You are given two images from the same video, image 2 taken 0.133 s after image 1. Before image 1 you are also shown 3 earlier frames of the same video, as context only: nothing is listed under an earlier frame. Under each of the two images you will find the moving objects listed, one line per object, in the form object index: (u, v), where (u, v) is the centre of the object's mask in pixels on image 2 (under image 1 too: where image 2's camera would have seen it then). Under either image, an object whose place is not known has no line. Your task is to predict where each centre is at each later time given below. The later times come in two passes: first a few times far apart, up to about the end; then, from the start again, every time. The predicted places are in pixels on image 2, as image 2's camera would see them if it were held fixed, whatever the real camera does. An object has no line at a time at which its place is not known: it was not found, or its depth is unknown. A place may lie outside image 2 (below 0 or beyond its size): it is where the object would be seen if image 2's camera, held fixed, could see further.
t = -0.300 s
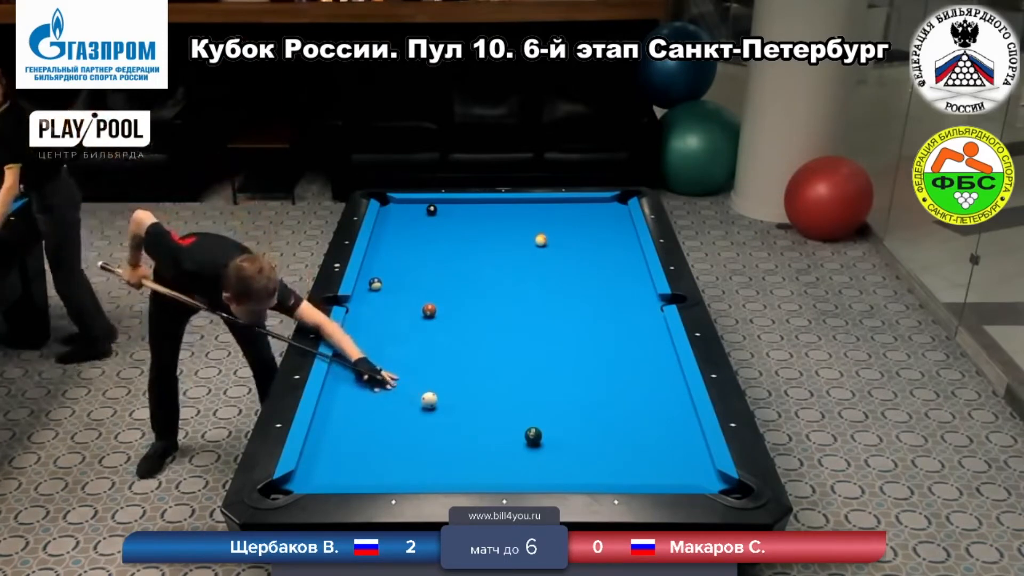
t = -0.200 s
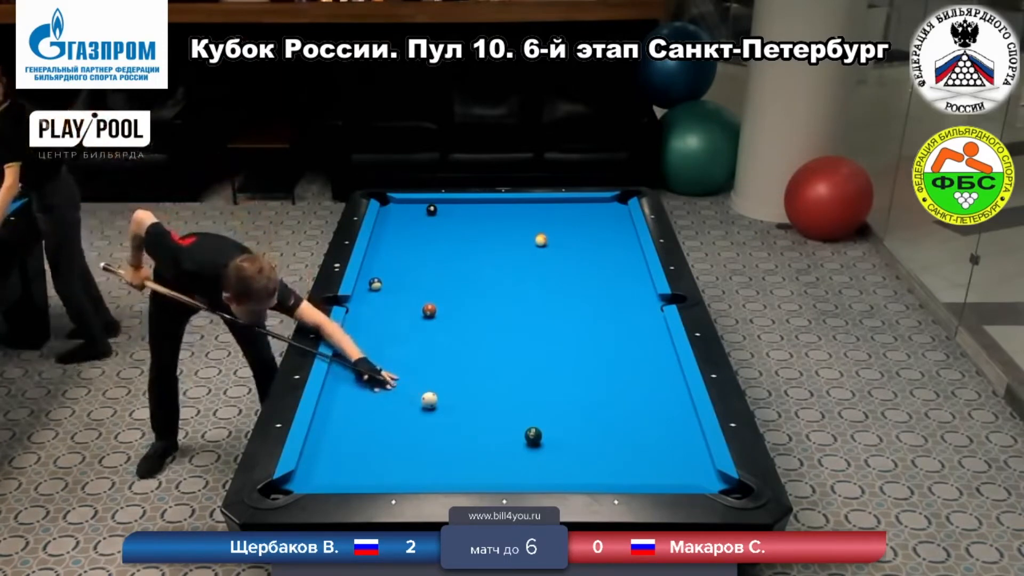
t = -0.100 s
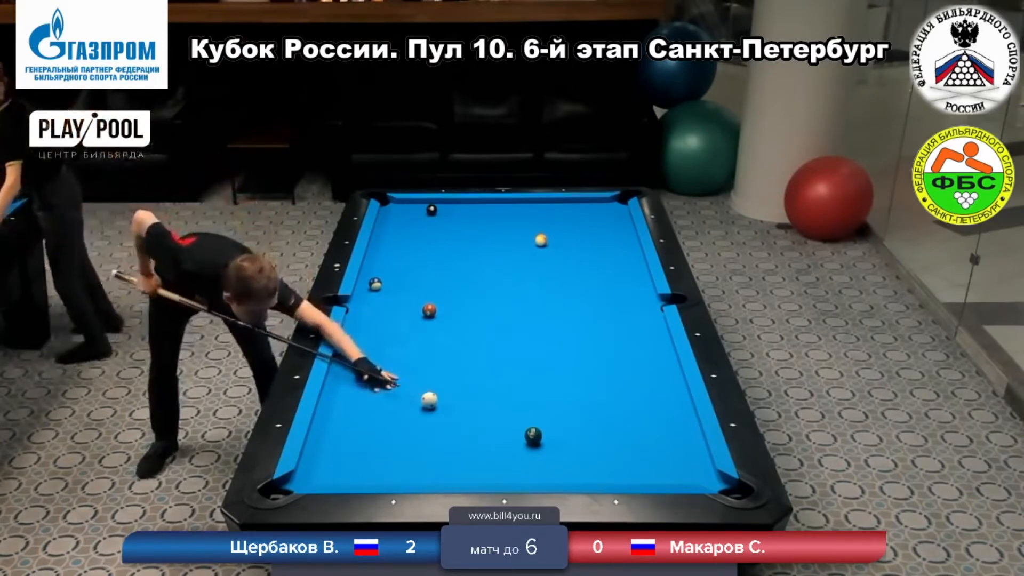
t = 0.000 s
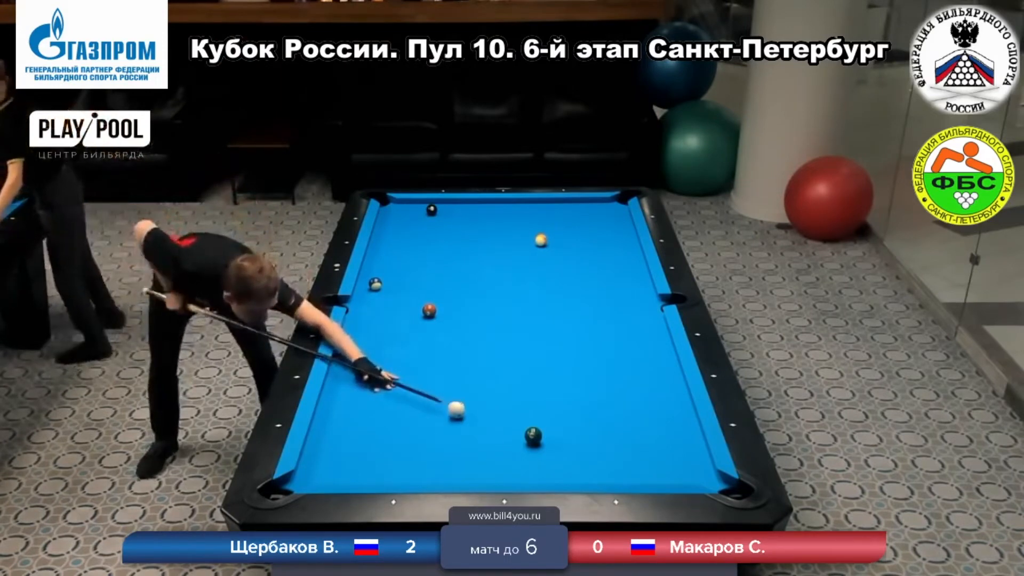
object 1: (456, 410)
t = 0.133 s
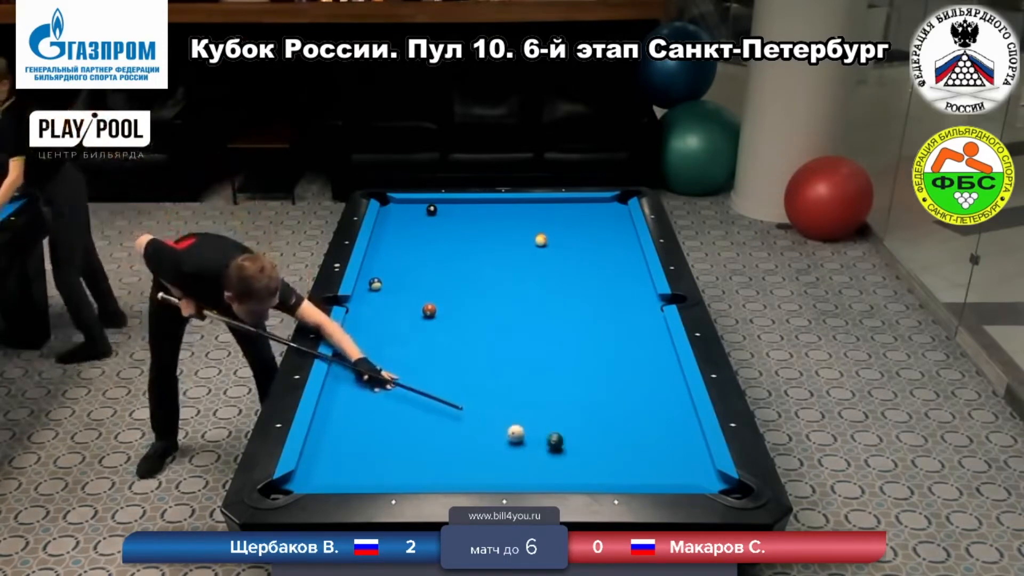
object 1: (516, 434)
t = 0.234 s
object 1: (517, 441)
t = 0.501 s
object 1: (547, 466)
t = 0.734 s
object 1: (580, 475)
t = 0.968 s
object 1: (611, 464)
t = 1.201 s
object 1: (639, 452)
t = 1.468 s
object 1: (669, 439)
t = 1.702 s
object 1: (694, 429)
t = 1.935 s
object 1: (675, 419)
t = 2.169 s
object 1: (658, 409)
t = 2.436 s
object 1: (640, 400)
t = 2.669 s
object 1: (626, 393)
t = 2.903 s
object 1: (614, 386)
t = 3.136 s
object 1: (602, 381)
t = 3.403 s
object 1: (591, 374)
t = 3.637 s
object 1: (581, 370)
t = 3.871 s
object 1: (573, 366)
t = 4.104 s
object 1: (565, 362)
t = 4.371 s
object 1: (558, 358)
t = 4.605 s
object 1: (553, 355)
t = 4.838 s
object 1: (549, 353)
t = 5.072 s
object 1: (545, 351)
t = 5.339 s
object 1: (541, 349)
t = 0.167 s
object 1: (516, 436)
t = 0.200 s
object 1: (516, 439)
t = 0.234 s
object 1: (517, 441)
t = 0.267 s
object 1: (519, 444)
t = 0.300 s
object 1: (522, 446)
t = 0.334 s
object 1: (525, 449)
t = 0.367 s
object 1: (529, 452)
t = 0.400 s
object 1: (534, 456)
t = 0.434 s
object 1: (539, 460)
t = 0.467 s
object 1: (543, 463)
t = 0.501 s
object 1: (547, 466)
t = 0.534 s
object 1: (552, 470)
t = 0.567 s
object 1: (557, 472)
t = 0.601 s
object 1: (561, 474)
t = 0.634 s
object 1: (566, 477)
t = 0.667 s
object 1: (571, 477)
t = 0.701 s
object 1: (575, 476)
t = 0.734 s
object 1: (580, 475)
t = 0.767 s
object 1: (585, 474)
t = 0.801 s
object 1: (589, 473)
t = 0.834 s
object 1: (594, 472)
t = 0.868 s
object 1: (598, 470)
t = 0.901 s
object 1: (603, 468)
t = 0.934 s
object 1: (607, 467)
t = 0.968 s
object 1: (611, 464)
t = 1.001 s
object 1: (615, 463)
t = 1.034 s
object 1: (619, 461)
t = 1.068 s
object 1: (623, 459)
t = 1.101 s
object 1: (627, 457)
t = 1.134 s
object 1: (631, 455)
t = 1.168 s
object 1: (635, 454)
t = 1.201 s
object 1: (639, 452)
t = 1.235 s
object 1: (643, 450)
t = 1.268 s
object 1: (647, 449)
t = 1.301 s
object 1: (651, 447)
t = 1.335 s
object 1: (655, 445)
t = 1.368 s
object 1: (658, 444)
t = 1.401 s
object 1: (662, 442)
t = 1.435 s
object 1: (665, 440)
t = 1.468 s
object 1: (669, 439)
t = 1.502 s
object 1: (673, 437)
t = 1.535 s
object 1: (676, 436)
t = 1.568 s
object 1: (680, 434)
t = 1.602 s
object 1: (683, 433)
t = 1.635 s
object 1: (687, 431)
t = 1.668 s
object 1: (690, 430)
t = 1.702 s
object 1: (694, 429)
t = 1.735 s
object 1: (691, 427)
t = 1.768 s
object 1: (688, 425)
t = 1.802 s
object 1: (686, 424)
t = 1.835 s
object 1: (683, 423)
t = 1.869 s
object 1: (680, 421)
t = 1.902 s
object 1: (678, 420)
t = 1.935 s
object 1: (675, 419)
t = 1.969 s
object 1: (673, 417)
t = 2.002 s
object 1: (670, 416)
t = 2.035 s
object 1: (668, 415)
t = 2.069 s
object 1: (665, 413)
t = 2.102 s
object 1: (663, 412)
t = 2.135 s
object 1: (661, 411)
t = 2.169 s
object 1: (658, 409)
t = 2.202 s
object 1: (656, 408)
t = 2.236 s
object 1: (653, 407)
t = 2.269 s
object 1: (651, 406)
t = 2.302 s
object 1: (649, 404)
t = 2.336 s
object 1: (647, 403)
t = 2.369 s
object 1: (645, 402)
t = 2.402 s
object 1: (643, 401)
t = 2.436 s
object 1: (640, 400)
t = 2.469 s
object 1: (638, 399)
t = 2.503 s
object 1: (636, 398)
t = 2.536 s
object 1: (635, 397)
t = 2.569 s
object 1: (632, 396)
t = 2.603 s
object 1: (630, 395)
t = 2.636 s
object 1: (628, 394)
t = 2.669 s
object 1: (626, 393)
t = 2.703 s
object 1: (625, 392)
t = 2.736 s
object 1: (623, 391)
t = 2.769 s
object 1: (621, 390)
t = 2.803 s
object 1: (619, 389)
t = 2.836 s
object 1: (617, 388)
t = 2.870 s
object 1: (616, 387)
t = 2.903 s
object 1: (614, 386)
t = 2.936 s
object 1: (612, 386)
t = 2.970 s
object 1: (610, 385)
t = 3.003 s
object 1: (609, 384)
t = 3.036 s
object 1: (607, 383)
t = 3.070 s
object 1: (606, 382)
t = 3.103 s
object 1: (604, 381)
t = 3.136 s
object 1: (602, 381)
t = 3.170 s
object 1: (601, 380)
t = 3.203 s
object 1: (600, 379)
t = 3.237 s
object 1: (598, 378)
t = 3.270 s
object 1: (597, 378)
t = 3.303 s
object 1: (595, 377)
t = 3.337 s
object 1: (593, 376)
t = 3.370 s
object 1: (592, 375)
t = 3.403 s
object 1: (591, 374)
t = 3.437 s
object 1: (589, 374)
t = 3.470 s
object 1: (588, 373)
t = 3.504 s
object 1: (587, 373)
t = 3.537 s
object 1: (585, 372)
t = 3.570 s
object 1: (584, 371)
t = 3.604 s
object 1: (583, 370)
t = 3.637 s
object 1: (581, 370)
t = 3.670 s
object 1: (580, 369)
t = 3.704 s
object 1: (579, 369)
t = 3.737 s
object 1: (578, 368)
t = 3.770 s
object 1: (577, 367)
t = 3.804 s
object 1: (575, 367)
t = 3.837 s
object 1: (574, 366)
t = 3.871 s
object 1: (573, 366)
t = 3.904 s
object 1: (572, 365)
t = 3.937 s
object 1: (571, 365)
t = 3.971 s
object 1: (570, 364)
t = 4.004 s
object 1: (569, 364)
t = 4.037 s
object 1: (568, 363)
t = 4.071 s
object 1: (567, 362)
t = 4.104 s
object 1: (565, 362)
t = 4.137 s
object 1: (564, 361)
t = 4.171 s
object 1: (564, 361)
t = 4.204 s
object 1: (563, 360)
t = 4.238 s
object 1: (562, 360)
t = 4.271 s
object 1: (561, 359)
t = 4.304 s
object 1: (560, 359)
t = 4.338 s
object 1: (559, 359)
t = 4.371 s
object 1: (558, 358)
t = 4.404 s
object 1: (557, 358)
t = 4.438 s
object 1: (556, 357)
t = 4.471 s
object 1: (556, 357)
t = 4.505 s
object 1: (555, 356)
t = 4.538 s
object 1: (554, 356)
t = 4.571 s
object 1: (554, 356)
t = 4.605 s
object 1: (553, 355)
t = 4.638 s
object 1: (552, 355)
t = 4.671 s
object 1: (551, 354)
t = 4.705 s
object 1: (551, 354)
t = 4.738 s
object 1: (550, 354)
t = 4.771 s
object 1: (550, 354)
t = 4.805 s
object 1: (549, 353)
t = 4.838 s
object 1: (549, 353)
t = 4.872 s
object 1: (548, 352)
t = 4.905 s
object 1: (547, 352)
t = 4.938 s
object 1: (547, 352)
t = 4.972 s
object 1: (546, 351)
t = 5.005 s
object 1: (546, 351)
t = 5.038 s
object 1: (545, 351)
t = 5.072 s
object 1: (545, 351)
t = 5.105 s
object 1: (544, 350)
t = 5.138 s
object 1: (544, 350)
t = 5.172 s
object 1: (543, 350)
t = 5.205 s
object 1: (543, 349)
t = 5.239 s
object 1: (543, 349)
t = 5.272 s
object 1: (542, 349)
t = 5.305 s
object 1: (541, 349)
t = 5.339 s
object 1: (541, 349)
